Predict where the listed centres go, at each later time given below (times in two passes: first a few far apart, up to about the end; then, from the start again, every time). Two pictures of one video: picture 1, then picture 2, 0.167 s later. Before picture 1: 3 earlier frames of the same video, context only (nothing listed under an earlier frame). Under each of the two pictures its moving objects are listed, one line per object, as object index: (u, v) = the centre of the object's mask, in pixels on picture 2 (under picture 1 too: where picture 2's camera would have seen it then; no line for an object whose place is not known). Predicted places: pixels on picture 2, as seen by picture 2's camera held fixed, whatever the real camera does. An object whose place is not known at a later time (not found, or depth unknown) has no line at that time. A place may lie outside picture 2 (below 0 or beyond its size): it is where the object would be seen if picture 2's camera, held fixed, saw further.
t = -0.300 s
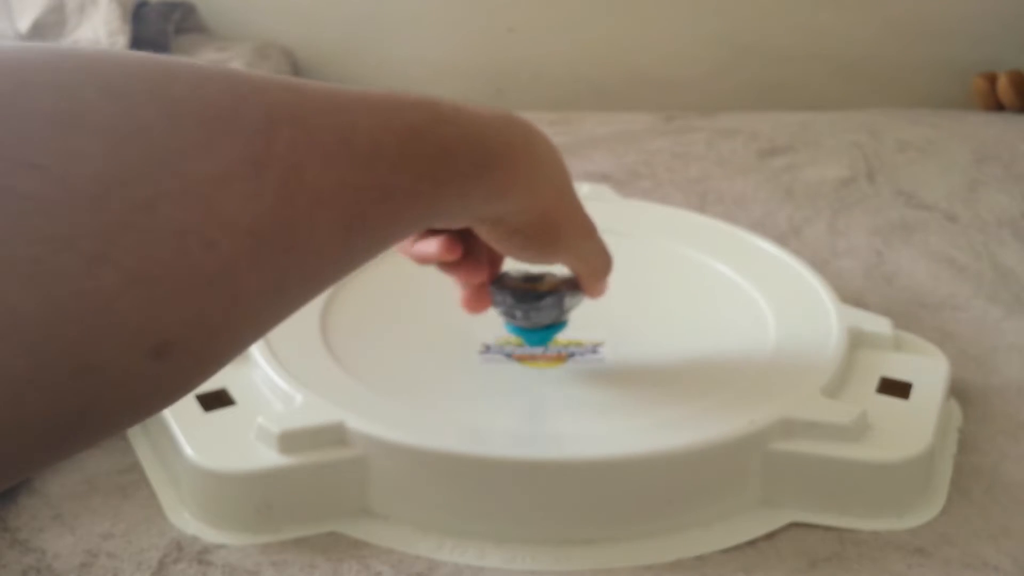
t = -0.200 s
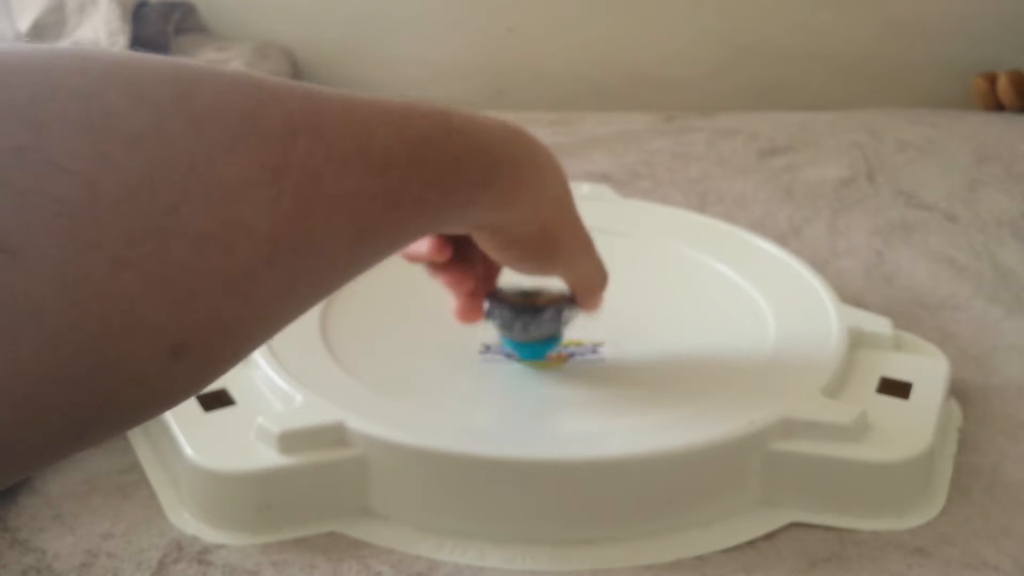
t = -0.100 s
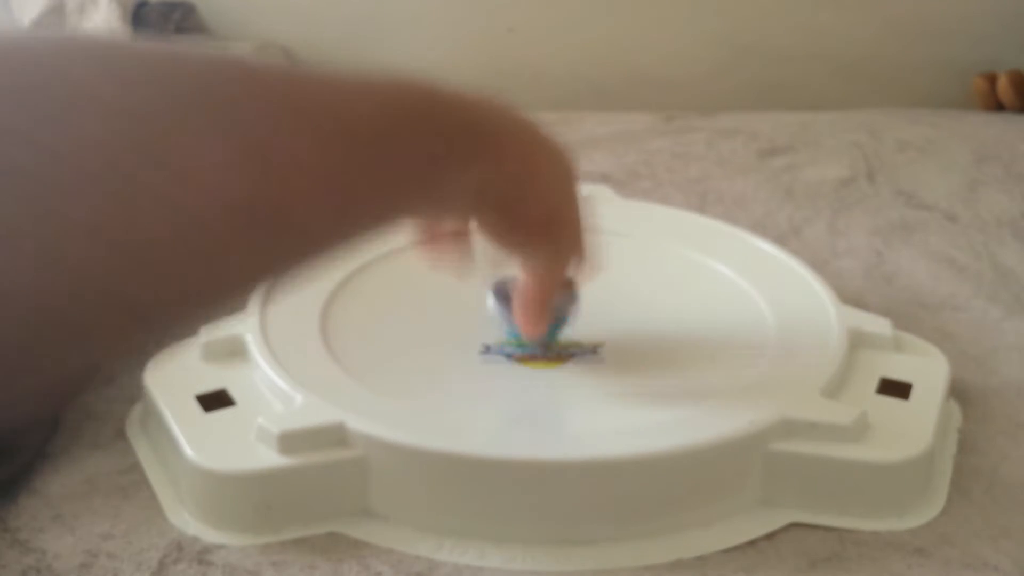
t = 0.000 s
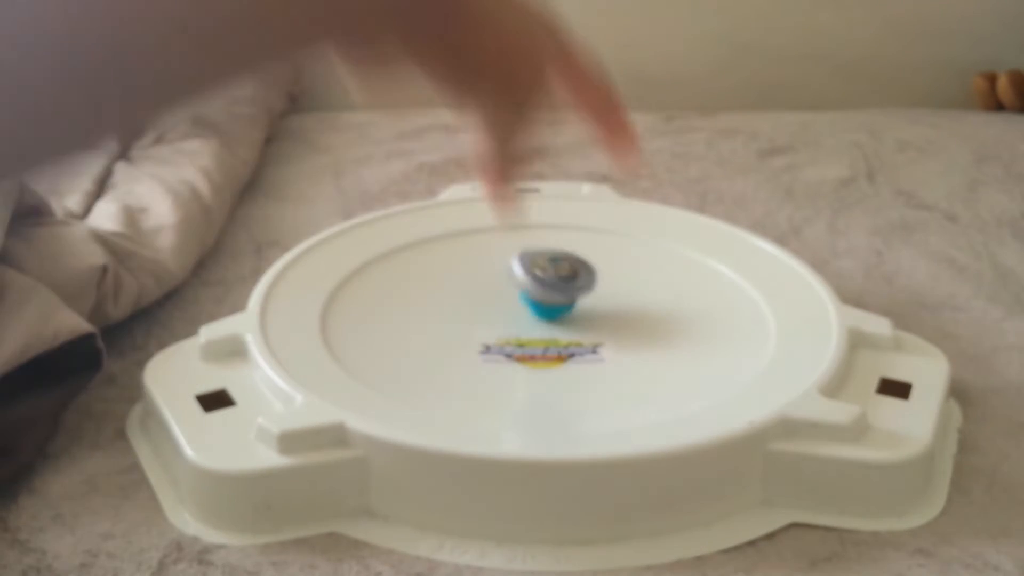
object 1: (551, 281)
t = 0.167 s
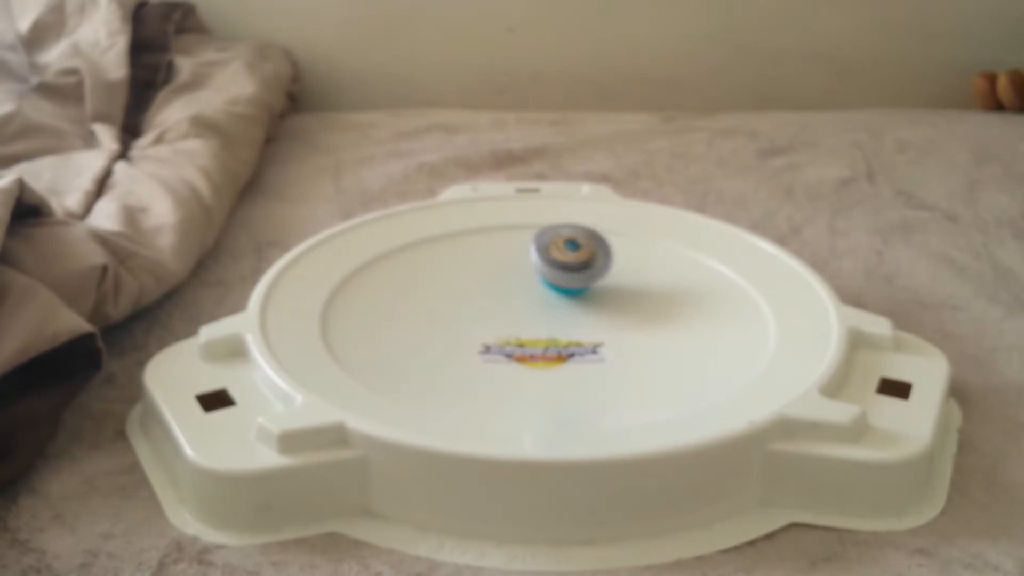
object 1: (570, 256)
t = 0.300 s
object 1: (581, 260)
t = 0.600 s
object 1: (574, 312)
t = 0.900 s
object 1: (512, 332)
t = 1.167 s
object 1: (515, 312)
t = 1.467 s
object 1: (594, 286)
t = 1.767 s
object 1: (620, 297)
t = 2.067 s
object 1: (545, 310)
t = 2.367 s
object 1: (506, 296)
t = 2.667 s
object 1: (555, 298)
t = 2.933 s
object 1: (590, 321)
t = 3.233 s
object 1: (561, 318)
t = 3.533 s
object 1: (560, 297)
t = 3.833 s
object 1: (579, 291)
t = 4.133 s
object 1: (557, 306)
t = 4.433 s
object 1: (528, 307)
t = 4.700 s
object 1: (538, 301)
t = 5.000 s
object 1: (569, 312)
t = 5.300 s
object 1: (559, 312)
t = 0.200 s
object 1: (572, 256)
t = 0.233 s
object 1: (576, 257)
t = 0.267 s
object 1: (579, 257)
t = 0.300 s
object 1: (581, 260)
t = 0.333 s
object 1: (583, 263)
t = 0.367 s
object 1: (586, 271)
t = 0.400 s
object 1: (587, 276)
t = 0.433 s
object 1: (587, 284)
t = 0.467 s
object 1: (584, 287)
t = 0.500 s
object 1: (584, 293)
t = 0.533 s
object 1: (582, 300)
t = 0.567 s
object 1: (578, 306)
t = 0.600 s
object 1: (574, 312)
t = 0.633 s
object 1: (568, 317)
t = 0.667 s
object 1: (561, 322)
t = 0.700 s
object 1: (555, 325)
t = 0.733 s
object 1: (548, 329)
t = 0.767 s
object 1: (540, 331)
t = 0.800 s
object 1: (531, 332)
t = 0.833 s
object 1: (524, 333)
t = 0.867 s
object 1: (518, 332)
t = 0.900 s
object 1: (512, 332)
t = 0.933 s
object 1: (508, 330)
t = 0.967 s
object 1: (507, 328)
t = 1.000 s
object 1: (504, 325)
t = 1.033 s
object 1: (504, 322)
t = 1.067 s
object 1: (504, 319)
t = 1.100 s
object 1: (510, 317)
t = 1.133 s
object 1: (512, 312)
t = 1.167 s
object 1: (515, 312)
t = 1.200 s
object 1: (522, 305)
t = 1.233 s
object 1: (532, 306)
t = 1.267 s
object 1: (539, 301)
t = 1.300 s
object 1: (546, 298)
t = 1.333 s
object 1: (556, 295)
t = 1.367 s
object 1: (568, 293)
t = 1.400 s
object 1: (576, 290)
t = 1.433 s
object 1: (585, 288)
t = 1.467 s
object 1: (594, 286)
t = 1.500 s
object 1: (604, 286)
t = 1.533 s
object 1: (609, 285)
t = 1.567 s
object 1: (614, 286)
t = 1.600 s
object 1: (615, 285)
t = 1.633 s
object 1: (625, 289)
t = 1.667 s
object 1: (625, 290)
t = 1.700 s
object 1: (625, 295)
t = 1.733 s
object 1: (618, 295)
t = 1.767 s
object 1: (620, 297)
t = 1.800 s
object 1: (614, 300)
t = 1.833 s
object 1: (609, 302)
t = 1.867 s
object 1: (603, 305)
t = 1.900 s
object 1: (594, 307)
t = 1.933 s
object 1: (584, 309)
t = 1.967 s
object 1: (574, 310)
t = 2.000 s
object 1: (566, 310)
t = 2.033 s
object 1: (557, 311)
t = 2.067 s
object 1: (545, 310)
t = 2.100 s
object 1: (537, 310)
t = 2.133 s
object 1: (528, 309)
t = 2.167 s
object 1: (522, 307)
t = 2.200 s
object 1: (515, 304)
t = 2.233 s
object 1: (510, 302)
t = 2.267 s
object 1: (508, 300)
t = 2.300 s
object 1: (508, 298)
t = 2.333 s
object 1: (506, 298)
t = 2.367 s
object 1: (506, 296)
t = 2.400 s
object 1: (508, 291)
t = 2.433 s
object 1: (513, 290)
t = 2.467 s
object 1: (518, 294)
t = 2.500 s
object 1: (523, 292)
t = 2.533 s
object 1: (529, 294)
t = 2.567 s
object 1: (536, 293)
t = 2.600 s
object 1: (545, 295)
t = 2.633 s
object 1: (549, 296)
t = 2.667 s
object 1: (555, 298)
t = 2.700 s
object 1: (563, 302)
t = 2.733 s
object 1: (570, 303)
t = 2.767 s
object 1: (575, 305)
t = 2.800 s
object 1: (579, 307)
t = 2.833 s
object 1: (582, 310)
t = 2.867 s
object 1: (584, 313)
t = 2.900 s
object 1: (590, 319)
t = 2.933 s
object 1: (590, 321)
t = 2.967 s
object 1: (587, 319)
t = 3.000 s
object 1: (584, 321)
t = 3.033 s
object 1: (583, 322)
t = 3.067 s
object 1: (580, 323)
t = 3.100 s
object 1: (576, 323)
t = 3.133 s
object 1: (574, 322)
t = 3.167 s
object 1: (569, 321)
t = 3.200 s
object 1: (567, 320)
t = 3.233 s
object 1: (561, 318)
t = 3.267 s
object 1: (557, 315)
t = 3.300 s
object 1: (554, 313)
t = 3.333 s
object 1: (554, 310)
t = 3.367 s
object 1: (555, 308)
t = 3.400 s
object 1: (554, 308)
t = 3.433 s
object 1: (553, 302)
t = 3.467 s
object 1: (552, 301)
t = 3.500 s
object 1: (555, 298)
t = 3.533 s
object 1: (560, 297)
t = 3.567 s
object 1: (563, 292)
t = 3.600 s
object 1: (560, 291)
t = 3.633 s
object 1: (568, 289)
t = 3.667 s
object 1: (566, 286)
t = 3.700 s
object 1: (570, 286)
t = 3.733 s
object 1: (578, 287)
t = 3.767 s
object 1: (574, 289)
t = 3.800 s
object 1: (582, 290)
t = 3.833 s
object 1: (579, 291)
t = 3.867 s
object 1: (582, 292)
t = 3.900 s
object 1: (582, 294)
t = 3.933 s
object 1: (580, 297)
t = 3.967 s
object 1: (578, 298)
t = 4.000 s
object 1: (573, 301)
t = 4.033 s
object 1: (574, 303)
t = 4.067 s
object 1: (567, 305)
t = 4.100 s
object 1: (562, 306)
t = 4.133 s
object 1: (557, 306)
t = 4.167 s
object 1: (553, 307)
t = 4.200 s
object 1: (549, 308)
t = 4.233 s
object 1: (542, 308)
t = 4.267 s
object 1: (535, 308)
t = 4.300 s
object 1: (531, 308)
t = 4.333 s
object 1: (530, 307)
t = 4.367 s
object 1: (530, 307)
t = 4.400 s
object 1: (529, 305)
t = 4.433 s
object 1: (528, 307)
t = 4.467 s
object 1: (525, 305)
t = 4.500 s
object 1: (522, 301)
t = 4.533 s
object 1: (524, 299)
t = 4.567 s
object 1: (528, 298)
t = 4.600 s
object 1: (532, 298)
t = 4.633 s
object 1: (537, 302)
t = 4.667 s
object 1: (537, 302)
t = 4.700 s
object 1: (538, 301)
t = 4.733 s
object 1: (542, 302)
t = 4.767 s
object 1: (547, 300)
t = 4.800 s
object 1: (554, 300)
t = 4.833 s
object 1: (560, 302)
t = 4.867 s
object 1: (563, 303)
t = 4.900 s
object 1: (567, 308)
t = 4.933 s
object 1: (568, 310)
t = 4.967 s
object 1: (567, 311)
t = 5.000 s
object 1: (569, 312)
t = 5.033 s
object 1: (570, 314)
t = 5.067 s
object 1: (572, 314)
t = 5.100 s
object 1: (574, 315)
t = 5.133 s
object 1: (573, 316)
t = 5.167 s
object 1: (568, 319)
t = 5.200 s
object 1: (560, 318)
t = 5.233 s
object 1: (557, 318)
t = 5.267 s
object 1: (554, 313)
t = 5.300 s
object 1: (559, 312)
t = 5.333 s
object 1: (564, 315)
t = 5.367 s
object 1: (566, 318)
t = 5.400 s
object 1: (564, 316)
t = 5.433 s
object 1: (565, 312)
